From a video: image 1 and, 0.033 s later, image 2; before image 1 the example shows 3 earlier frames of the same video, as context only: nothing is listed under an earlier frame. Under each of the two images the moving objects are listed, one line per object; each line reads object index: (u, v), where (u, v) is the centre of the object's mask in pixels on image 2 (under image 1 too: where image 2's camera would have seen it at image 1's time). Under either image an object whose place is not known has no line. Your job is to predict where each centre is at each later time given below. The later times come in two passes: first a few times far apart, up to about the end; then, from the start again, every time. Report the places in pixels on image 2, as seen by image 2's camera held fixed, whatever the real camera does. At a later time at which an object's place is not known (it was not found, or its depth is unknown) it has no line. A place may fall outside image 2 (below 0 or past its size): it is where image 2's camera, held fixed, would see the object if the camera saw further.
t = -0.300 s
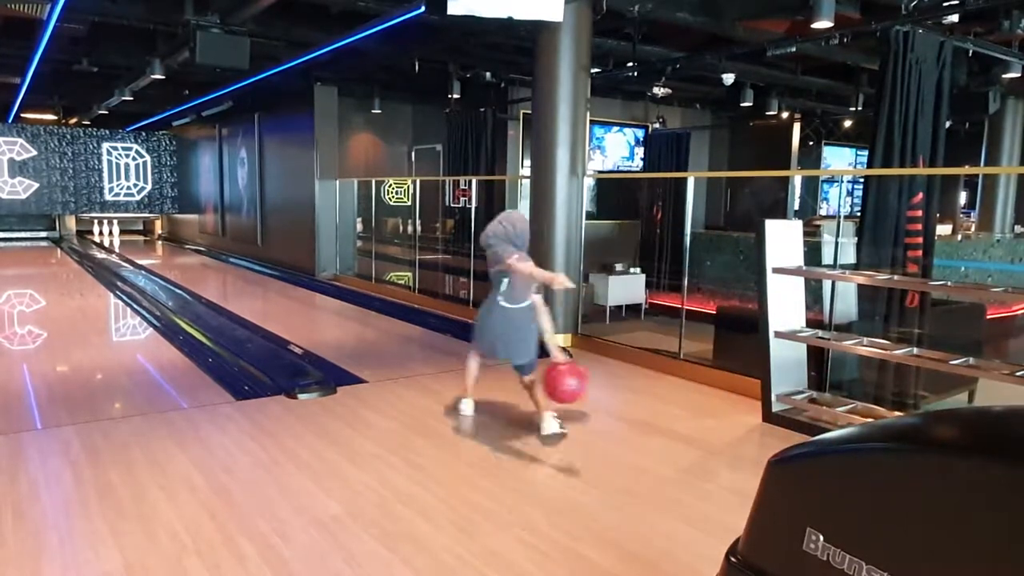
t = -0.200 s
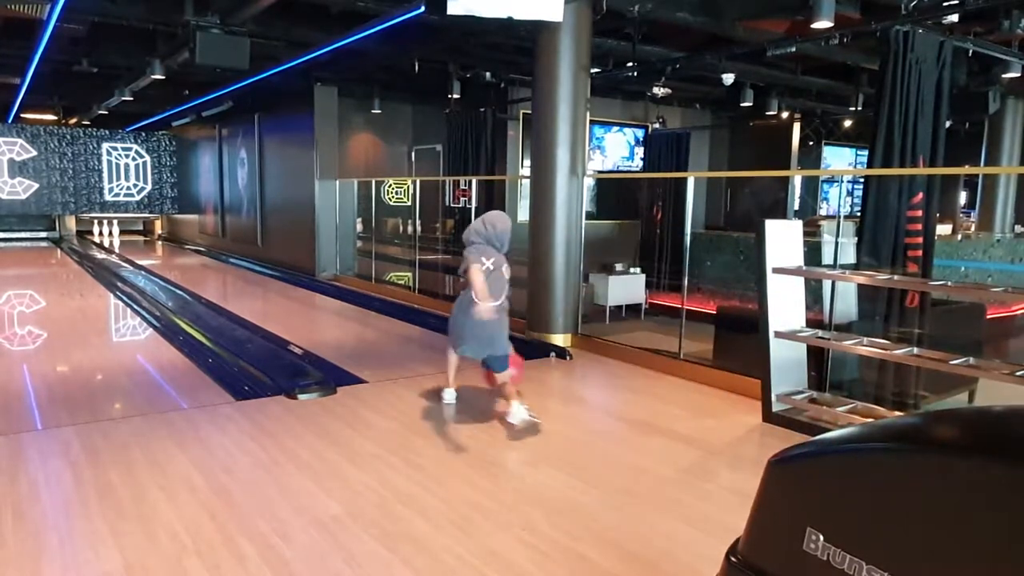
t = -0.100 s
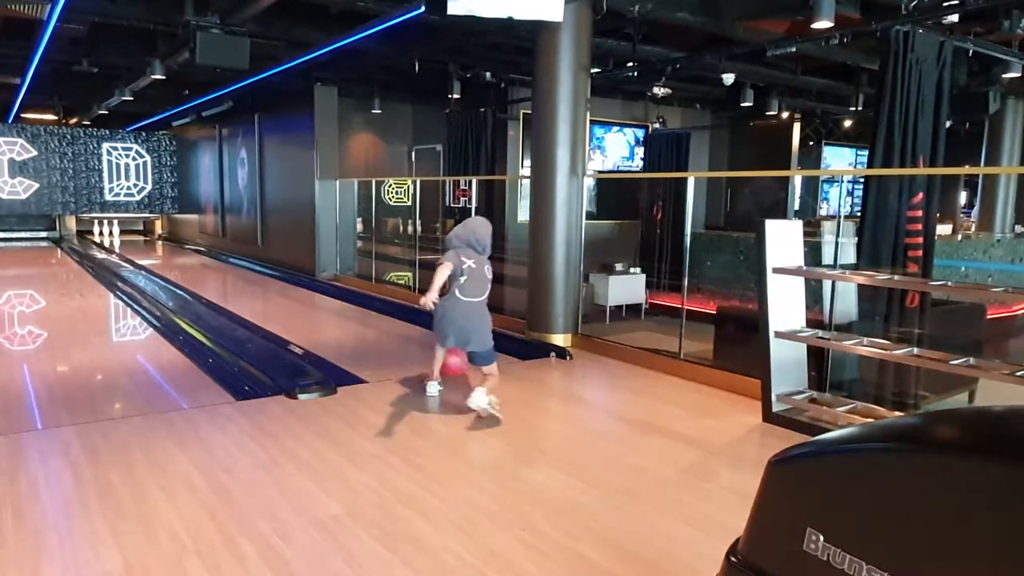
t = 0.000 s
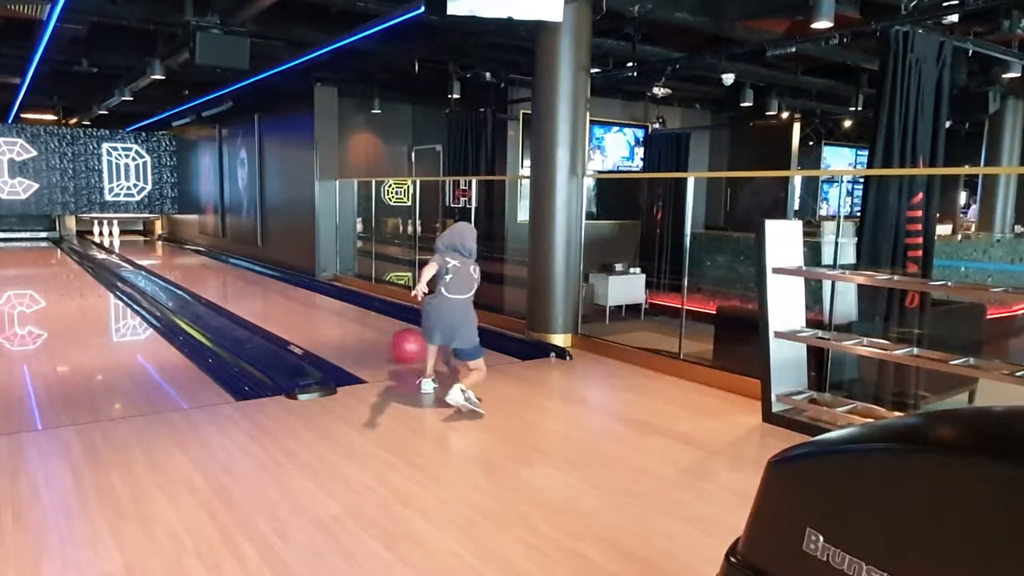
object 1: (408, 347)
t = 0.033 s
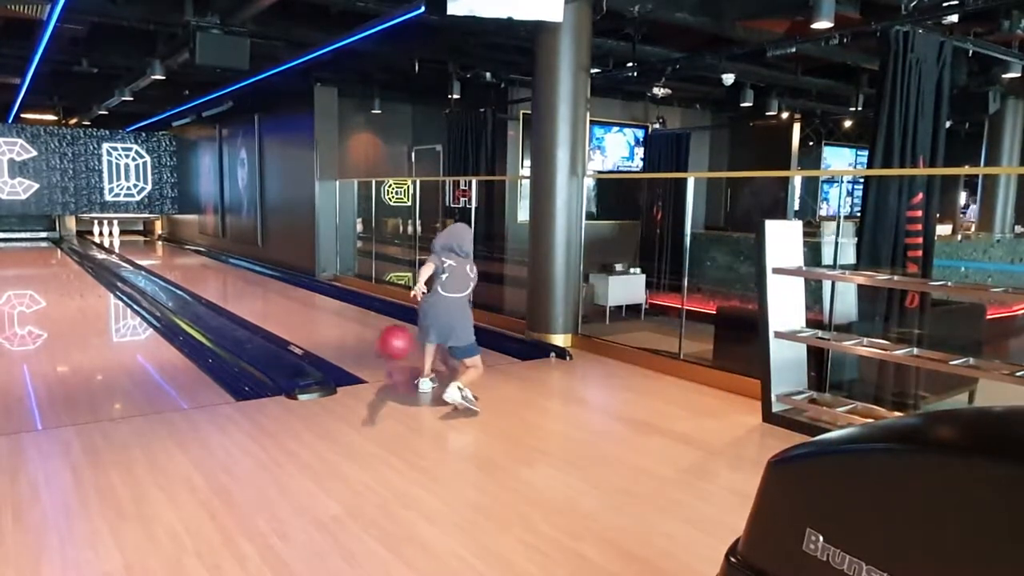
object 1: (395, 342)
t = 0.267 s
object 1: (330, 320)
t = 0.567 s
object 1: (276, 303)
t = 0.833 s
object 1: (243, 291)
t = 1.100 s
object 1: (217, 281)
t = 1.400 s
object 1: (191, 272)
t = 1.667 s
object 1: (172, 265)
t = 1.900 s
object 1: (156, 260)
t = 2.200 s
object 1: (141, 254)
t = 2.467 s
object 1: (128, 250)
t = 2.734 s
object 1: (117, 247)
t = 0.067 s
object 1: (384, 339)
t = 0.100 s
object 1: (373, 335)
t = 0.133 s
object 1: (364, 332)
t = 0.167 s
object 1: (355, 329)
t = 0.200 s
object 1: (345, 326)
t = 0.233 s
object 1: (337, 323)
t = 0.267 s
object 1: (330, 320)
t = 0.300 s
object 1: (322, 318)
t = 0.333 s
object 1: (316, 316)
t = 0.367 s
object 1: (309, 313)
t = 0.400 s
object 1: (303, 311)
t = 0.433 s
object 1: (296, 309)
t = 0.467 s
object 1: (292, 308)
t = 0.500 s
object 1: (286, 306)
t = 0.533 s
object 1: (281, 304)
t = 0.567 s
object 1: (276, 303)
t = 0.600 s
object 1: (272, 301)
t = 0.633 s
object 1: (267, 300)
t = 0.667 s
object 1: (263, 298)
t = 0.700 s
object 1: (259, 296)
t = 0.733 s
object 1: (255, 294)
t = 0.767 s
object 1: (251, 293)
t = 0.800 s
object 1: (247, 292)
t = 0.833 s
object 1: (243, 291)
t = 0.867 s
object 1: (239, 290)
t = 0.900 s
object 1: (236, 288)
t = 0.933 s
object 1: (233, 287)
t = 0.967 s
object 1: (229, 286)
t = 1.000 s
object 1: (226, 284)
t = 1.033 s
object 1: (222, 283)
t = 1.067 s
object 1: (220, 282)
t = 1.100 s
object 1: (217, 281)
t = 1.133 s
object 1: (213, 280)
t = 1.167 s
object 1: (210, 279)
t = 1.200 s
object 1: (207, 278)
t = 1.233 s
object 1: (204, 277)
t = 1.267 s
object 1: (201, 276)
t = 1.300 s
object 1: (198, 274)
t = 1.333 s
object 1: (196, 274)
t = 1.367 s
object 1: (194, 273)
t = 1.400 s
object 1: (191, 272)
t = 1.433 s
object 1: (189, 271)
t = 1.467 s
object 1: (186, 270)
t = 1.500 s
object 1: (183, 269)
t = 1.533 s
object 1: (181, 268)
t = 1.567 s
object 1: (179, 268)
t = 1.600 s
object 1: (177, 267)
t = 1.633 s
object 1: (174, 266)
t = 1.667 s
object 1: (172, 265)
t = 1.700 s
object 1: (169, 264)
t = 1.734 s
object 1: (166, 264)
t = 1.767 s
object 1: (164, 263)
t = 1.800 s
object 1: (161, 262)
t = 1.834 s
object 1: (159, 261)
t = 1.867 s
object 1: (158, 261)
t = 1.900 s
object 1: (156, 260)
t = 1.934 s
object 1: (154, 260)
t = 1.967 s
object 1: (152, 258)
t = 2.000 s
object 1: (150, 258)
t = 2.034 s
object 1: (147, 257)
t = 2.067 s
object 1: (146, 256)
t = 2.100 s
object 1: (144, 255)
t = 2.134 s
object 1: (142, 254)
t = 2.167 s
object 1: (141, 254)
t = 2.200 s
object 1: (141, 254)
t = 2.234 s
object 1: (138, 254)
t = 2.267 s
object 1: (136, 253)
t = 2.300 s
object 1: (135, 253)
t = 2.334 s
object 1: (134, 253)
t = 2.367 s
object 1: (132, 252)
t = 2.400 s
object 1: (129, 251)
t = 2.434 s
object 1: (128, 251)
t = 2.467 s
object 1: (128, 250)
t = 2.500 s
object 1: (125, 250)
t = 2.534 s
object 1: (124, 249)
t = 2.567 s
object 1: (123, 249)
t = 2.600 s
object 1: (122, 248)
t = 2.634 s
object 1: (120, 248)
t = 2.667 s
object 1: (119, 247)
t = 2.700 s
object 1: (118, 247)
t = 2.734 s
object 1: (117, 247)
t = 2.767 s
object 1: (115, 246)
